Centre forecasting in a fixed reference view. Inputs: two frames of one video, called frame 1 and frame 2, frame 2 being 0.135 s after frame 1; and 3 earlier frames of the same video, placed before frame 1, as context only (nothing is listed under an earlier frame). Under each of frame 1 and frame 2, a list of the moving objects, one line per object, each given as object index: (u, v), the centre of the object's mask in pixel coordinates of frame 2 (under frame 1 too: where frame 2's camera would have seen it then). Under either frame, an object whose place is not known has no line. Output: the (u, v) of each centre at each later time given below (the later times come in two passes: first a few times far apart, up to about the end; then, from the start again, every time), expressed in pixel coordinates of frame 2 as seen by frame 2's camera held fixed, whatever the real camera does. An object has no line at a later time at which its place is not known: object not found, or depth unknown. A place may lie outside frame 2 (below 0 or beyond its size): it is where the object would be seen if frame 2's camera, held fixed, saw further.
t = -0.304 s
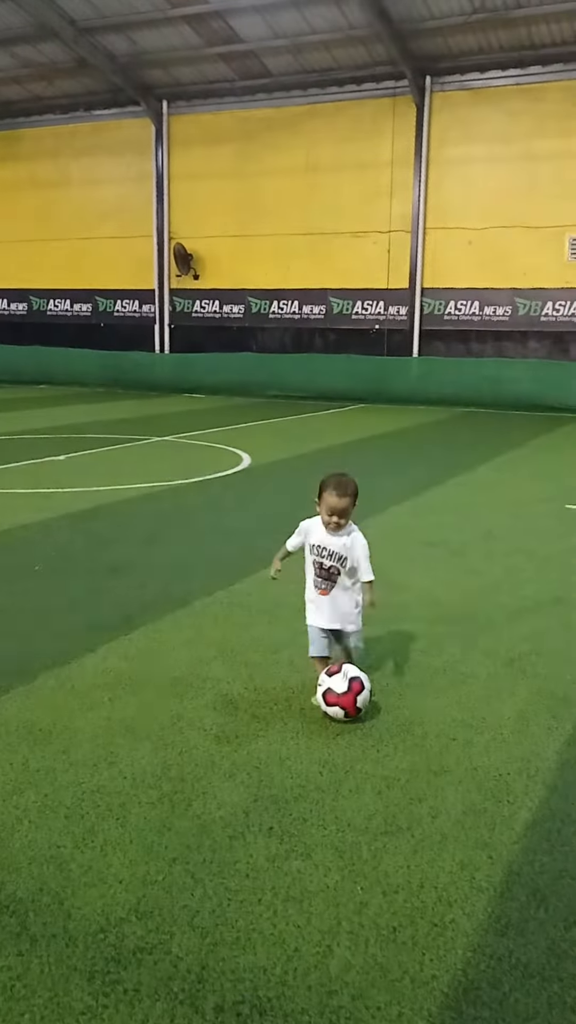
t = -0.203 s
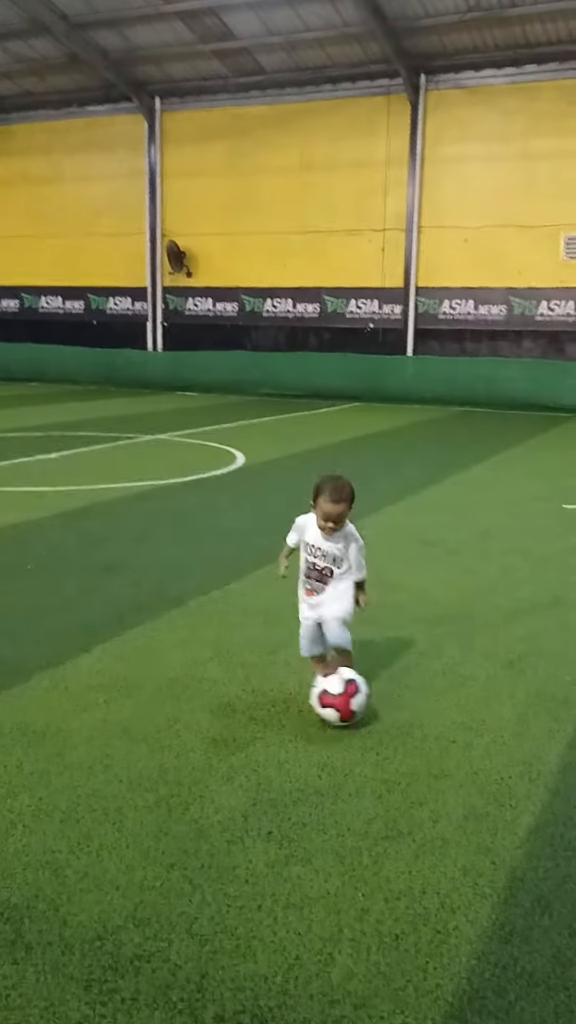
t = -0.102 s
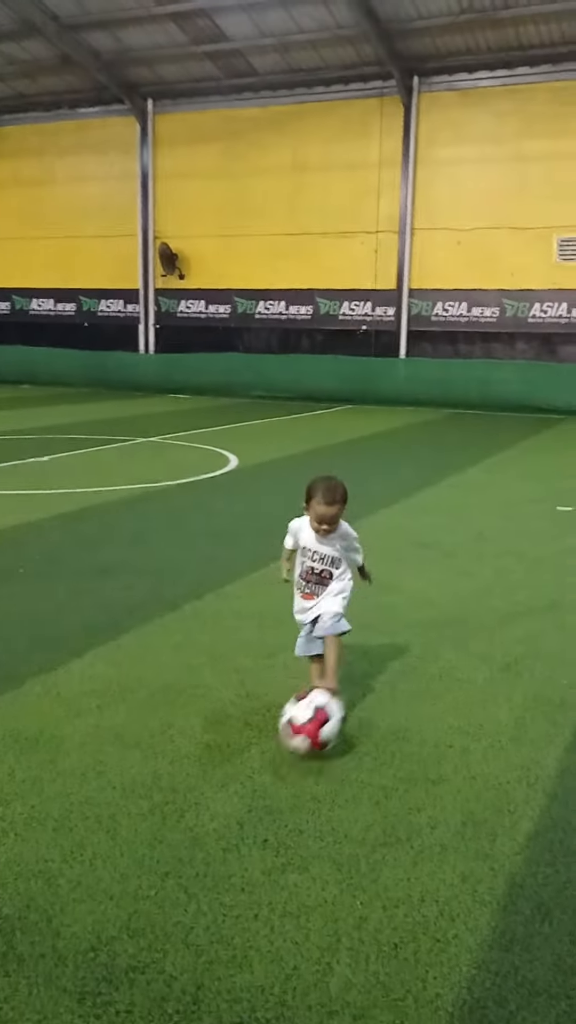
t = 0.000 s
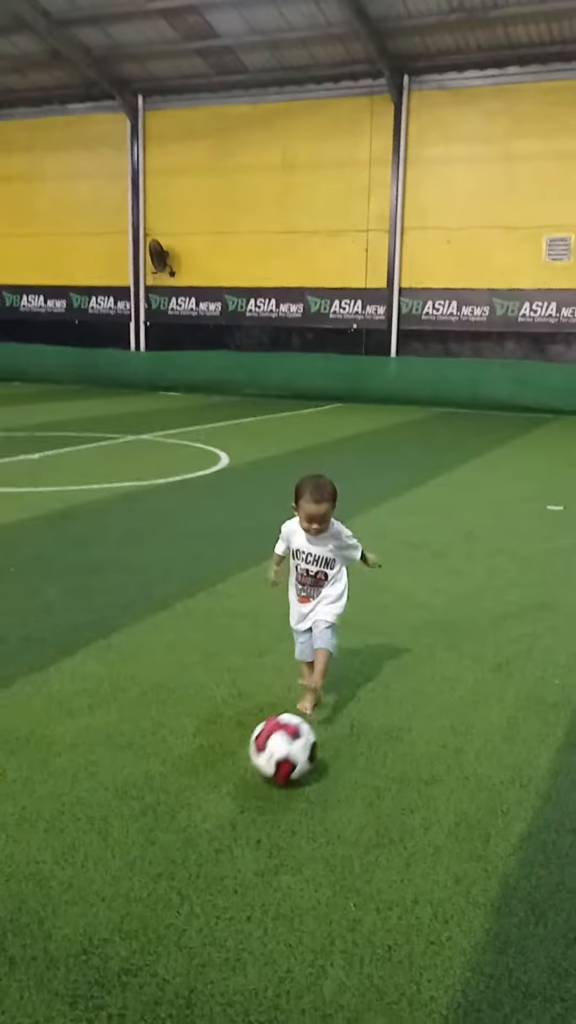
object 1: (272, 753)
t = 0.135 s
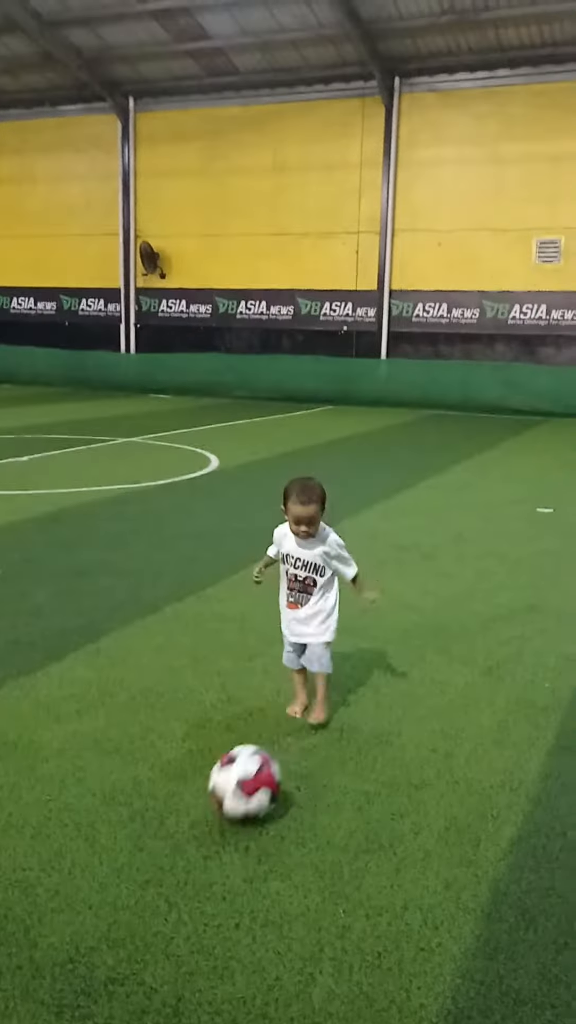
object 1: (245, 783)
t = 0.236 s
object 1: (222, 805)
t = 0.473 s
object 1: (165, 867)
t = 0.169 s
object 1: (237, 792)
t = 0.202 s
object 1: (229, 799)
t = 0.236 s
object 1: (222, 805)
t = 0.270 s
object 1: (214, 814)
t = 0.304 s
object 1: (206, 820)
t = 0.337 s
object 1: (198, 830)
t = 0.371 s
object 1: (190, 839)
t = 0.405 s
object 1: (183, 848)
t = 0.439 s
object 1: (174, 856)
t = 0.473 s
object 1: (165, 867)
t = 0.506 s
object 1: (157, 874)
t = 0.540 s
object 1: (148, 886)
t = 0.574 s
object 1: (139, 897)
